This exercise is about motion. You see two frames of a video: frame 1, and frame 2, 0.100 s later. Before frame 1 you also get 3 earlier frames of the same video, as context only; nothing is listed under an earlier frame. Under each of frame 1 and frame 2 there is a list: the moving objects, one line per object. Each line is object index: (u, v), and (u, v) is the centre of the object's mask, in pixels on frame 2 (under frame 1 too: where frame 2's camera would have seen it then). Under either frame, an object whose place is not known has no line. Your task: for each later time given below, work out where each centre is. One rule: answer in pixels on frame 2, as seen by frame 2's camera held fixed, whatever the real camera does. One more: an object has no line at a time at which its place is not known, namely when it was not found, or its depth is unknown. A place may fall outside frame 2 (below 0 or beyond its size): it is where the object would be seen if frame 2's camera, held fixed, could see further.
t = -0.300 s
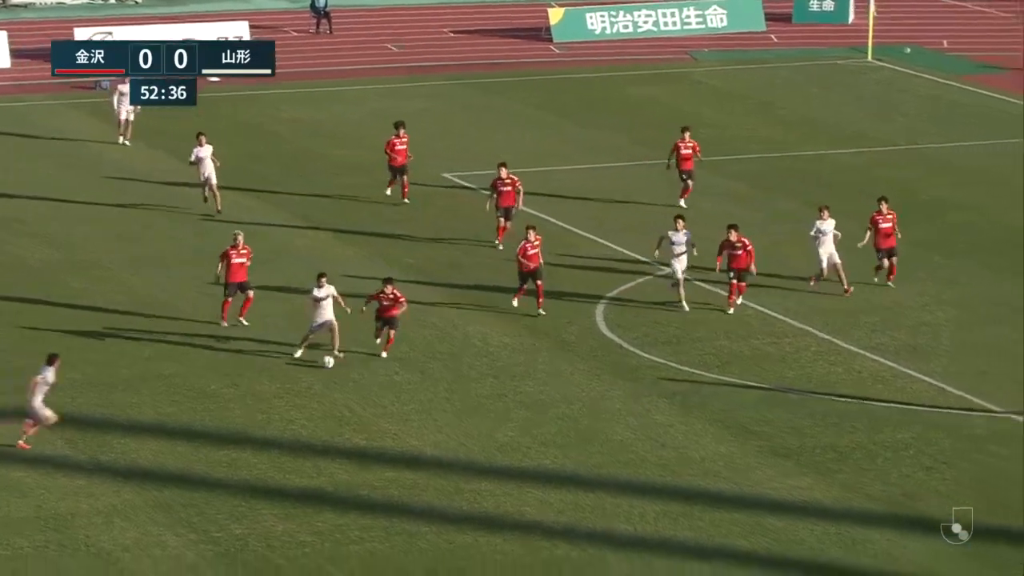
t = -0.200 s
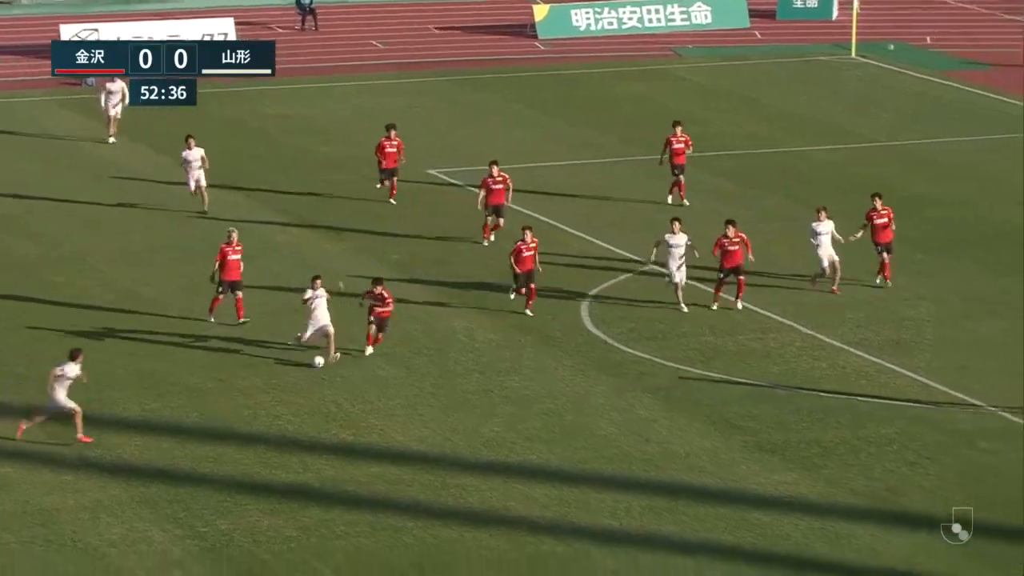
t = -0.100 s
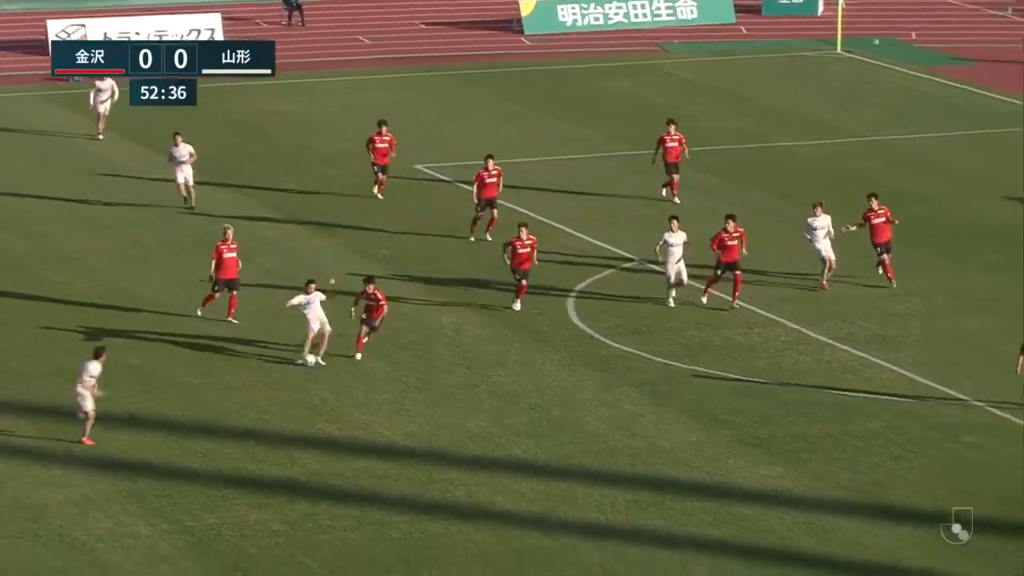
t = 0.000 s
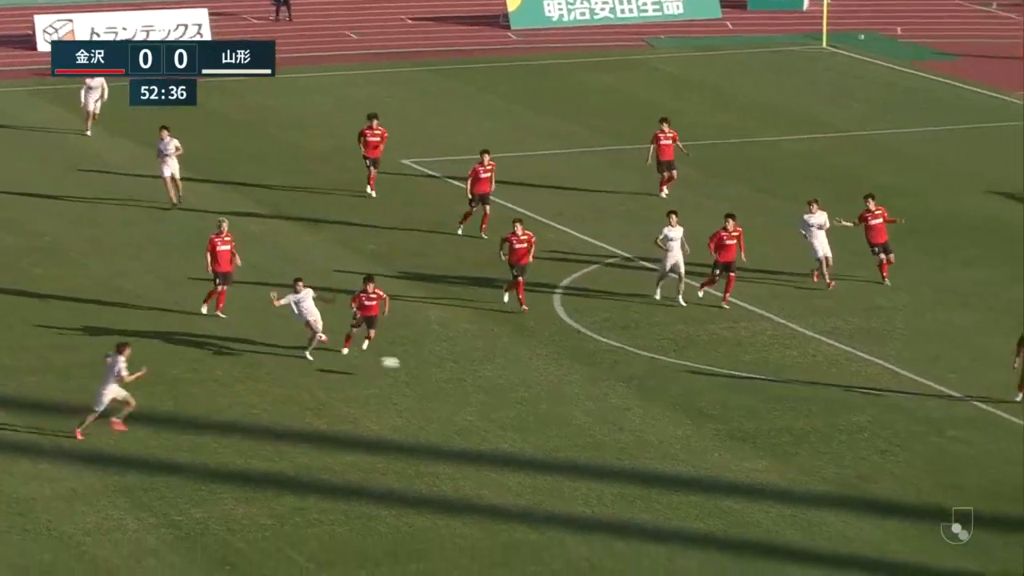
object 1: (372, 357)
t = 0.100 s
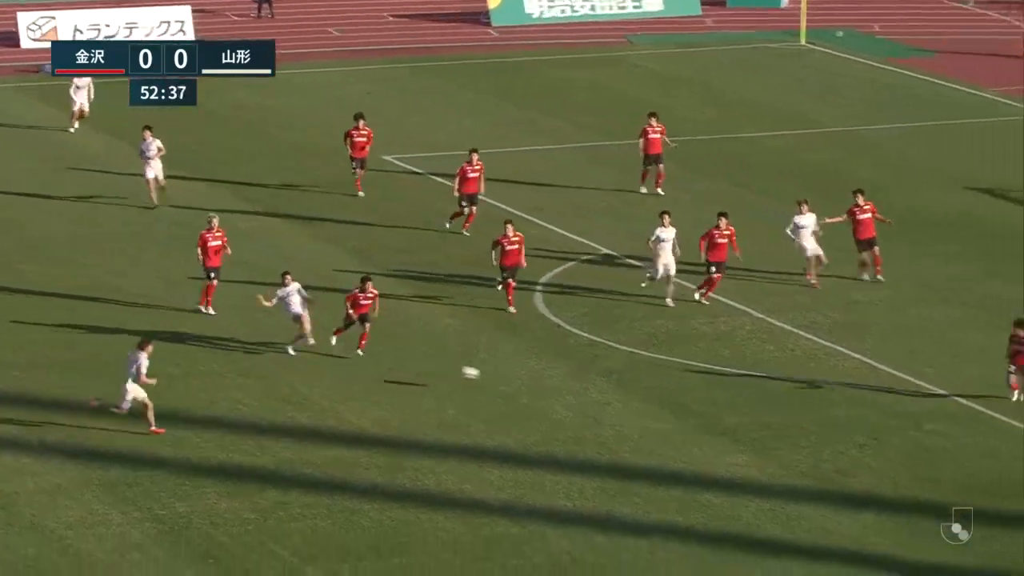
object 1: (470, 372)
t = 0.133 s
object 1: (503, 379)
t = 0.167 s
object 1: (536, 387)
